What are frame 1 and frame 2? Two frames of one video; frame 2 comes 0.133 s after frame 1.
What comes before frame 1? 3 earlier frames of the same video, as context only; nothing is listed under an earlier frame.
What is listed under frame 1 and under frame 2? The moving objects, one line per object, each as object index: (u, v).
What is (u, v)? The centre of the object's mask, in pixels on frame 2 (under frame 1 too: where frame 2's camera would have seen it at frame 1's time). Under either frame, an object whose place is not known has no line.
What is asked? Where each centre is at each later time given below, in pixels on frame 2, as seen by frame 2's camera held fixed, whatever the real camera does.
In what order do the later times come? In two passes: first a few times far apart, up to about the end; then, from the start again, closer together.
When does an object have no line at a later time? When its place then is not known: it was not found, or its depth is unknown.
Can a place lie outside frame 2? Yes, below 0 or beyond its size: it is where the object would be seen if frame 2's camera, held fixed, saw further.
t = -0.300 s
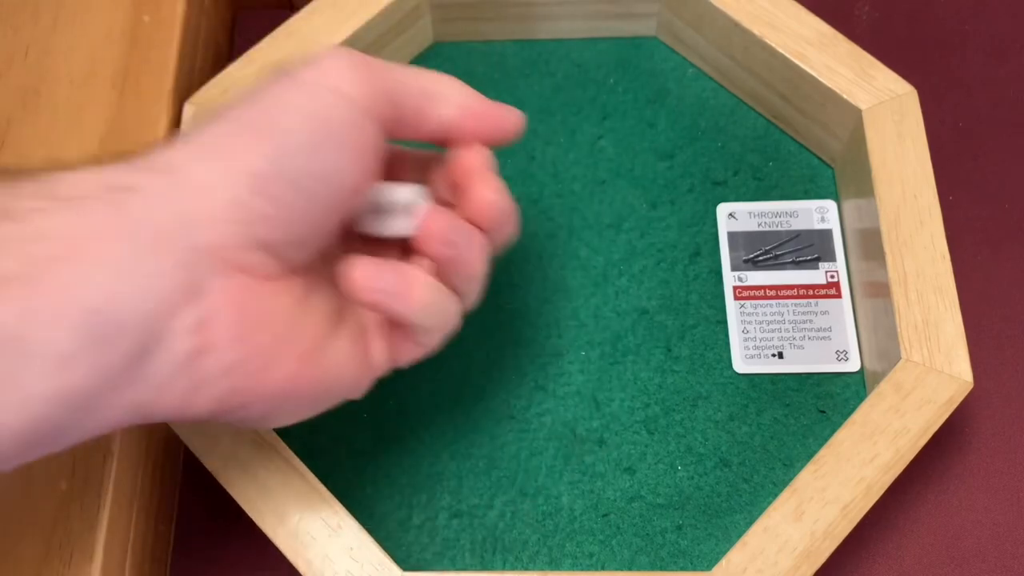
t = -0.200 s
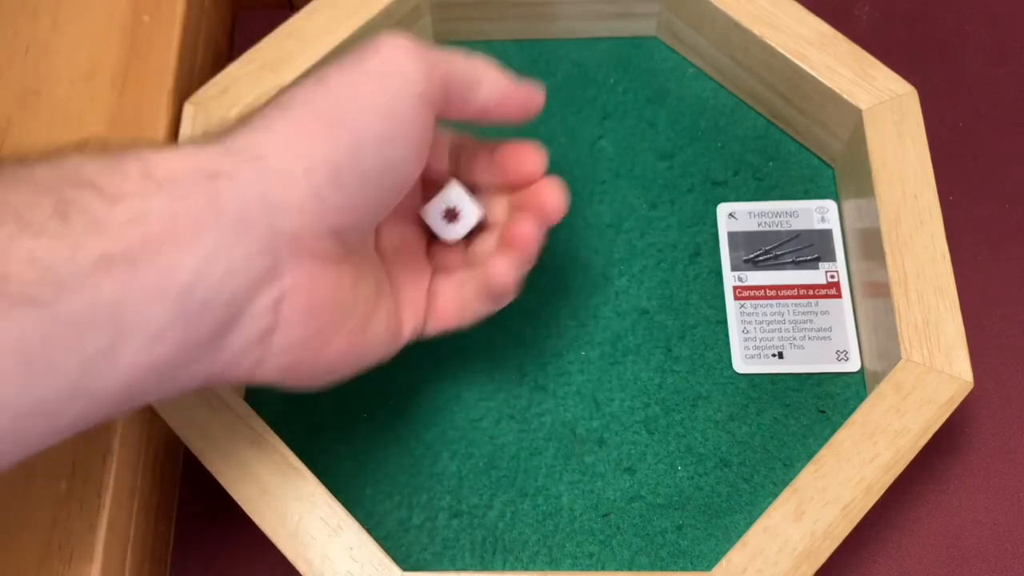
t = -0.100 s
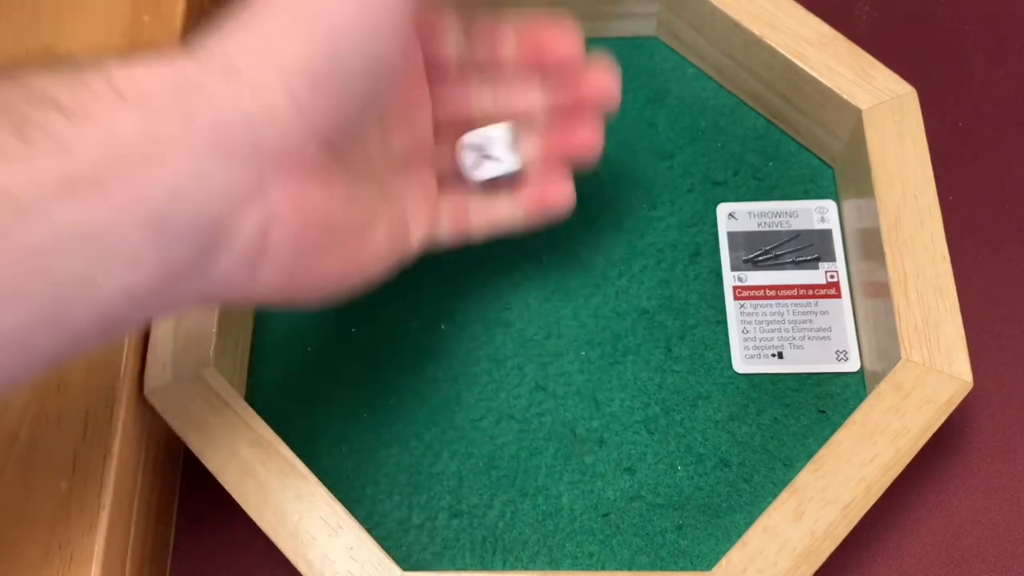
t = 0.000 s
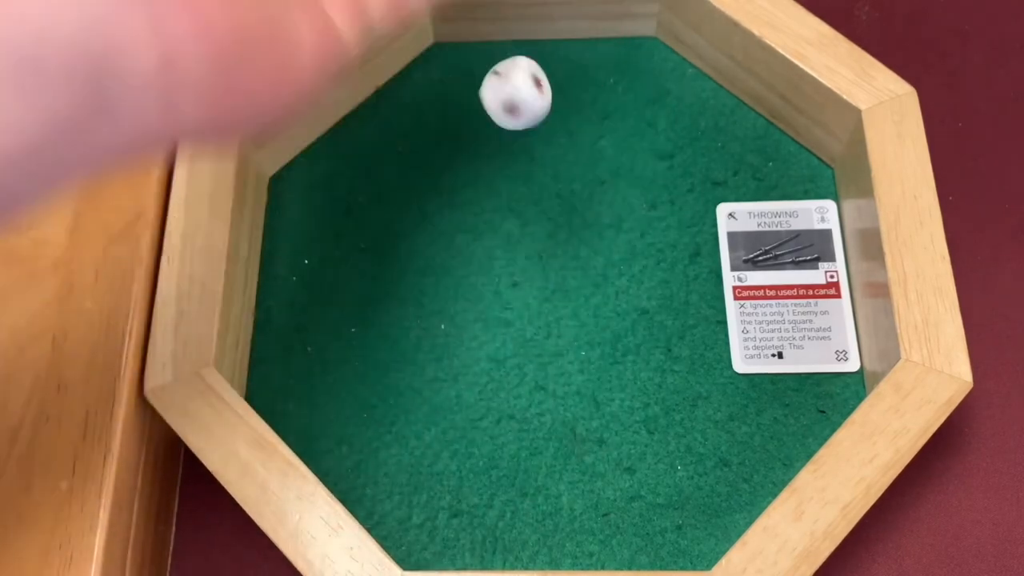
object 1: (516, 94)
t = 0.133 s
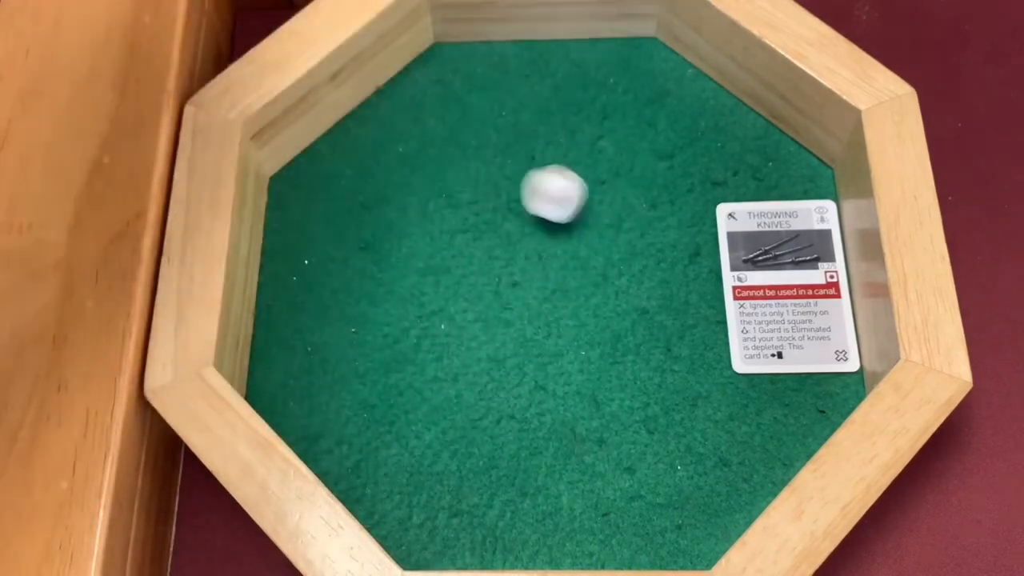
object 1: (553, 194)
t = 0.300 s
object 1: (694, 279)
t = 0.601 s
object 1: (740, 380)
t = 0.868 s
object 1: (740, 380)
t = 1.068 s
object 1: (739, 381)
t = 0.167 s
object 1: (580, 203)
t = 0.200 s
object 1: (609, 214)
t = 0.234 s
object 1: (637, 232)
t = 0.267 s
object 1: (667, 254)
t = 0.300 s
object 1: (694, 279)
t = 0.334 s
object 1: (717, 306)
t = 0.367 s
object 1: (725, 327)
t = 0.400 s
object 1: (733, 349)
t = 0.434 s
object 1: (738, 367)
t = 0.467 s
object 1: (740, 378)
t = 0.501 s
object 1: (739, 381)
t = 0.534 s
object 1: (740, 380)
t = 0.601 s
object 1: (740, 380)
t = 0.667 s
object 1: (740, 380)
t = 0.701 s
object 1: (739, 380)
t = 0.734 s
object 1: (740, 380)
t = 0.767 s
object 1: (740, 380)
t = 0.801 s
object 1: (740, 380)
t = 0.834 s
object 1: (739, 381)
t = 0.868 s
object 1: (740, 380)
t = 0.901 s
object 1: (740, 380)
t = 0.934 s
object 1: (739, 380)
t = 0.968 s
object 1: (739, 380)
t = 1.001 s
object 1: (739, 381)
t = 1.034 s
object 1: (739, 380)
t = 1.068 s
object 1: (739, 381)
